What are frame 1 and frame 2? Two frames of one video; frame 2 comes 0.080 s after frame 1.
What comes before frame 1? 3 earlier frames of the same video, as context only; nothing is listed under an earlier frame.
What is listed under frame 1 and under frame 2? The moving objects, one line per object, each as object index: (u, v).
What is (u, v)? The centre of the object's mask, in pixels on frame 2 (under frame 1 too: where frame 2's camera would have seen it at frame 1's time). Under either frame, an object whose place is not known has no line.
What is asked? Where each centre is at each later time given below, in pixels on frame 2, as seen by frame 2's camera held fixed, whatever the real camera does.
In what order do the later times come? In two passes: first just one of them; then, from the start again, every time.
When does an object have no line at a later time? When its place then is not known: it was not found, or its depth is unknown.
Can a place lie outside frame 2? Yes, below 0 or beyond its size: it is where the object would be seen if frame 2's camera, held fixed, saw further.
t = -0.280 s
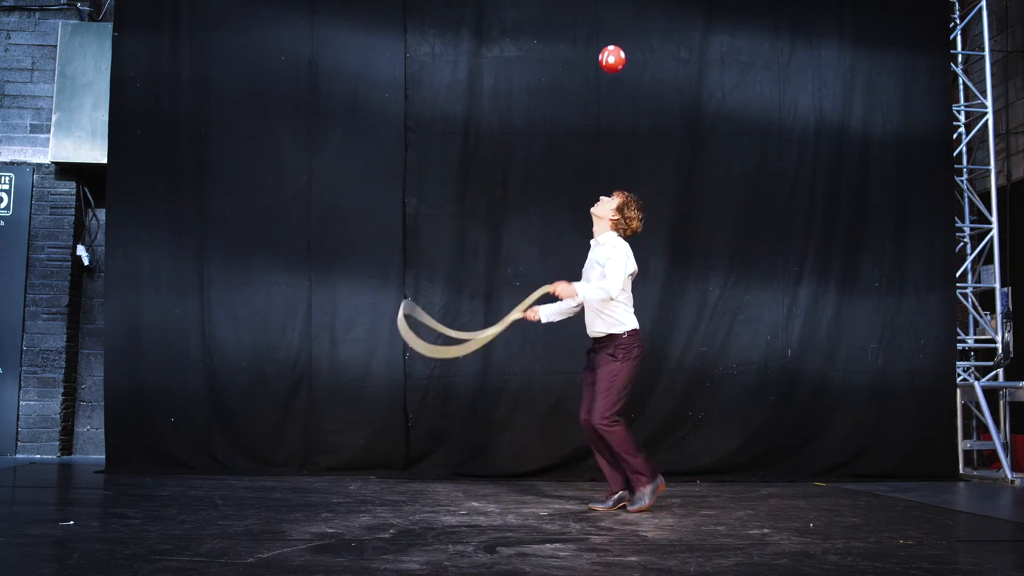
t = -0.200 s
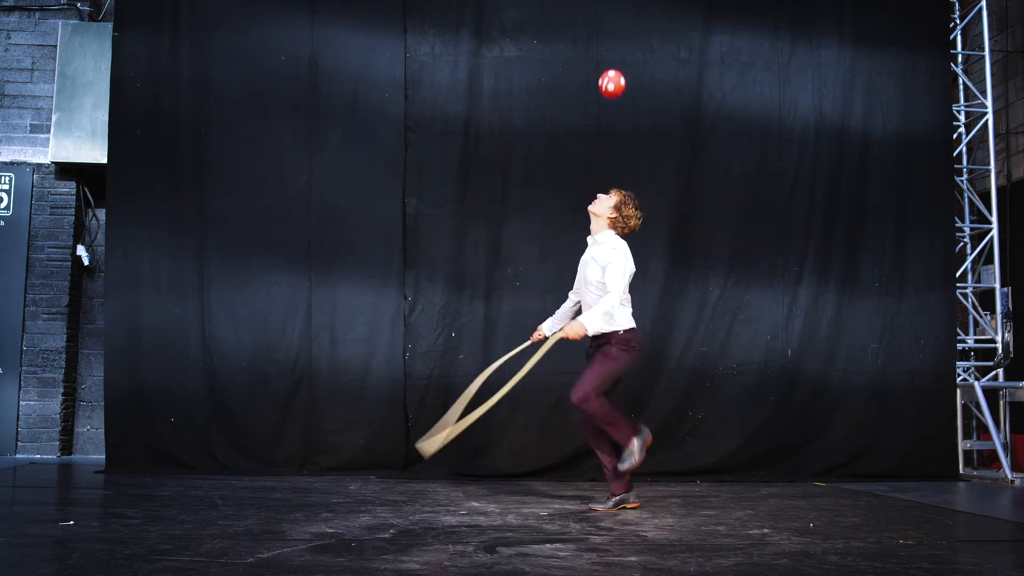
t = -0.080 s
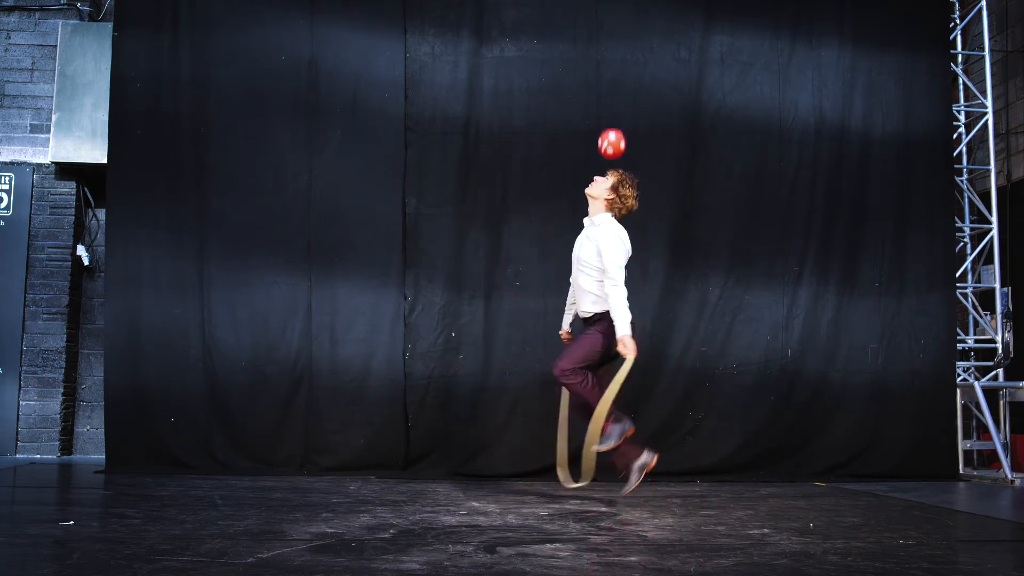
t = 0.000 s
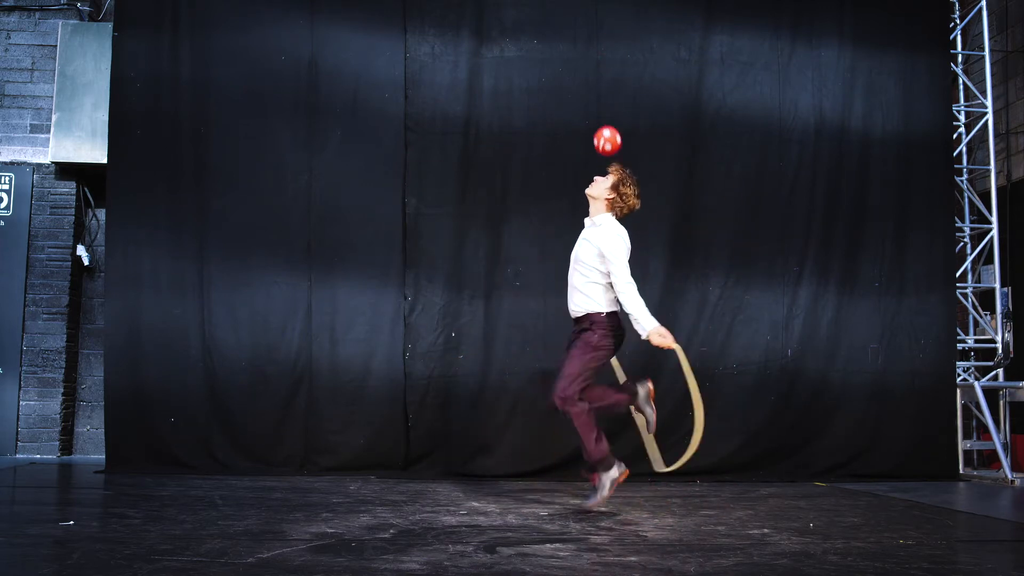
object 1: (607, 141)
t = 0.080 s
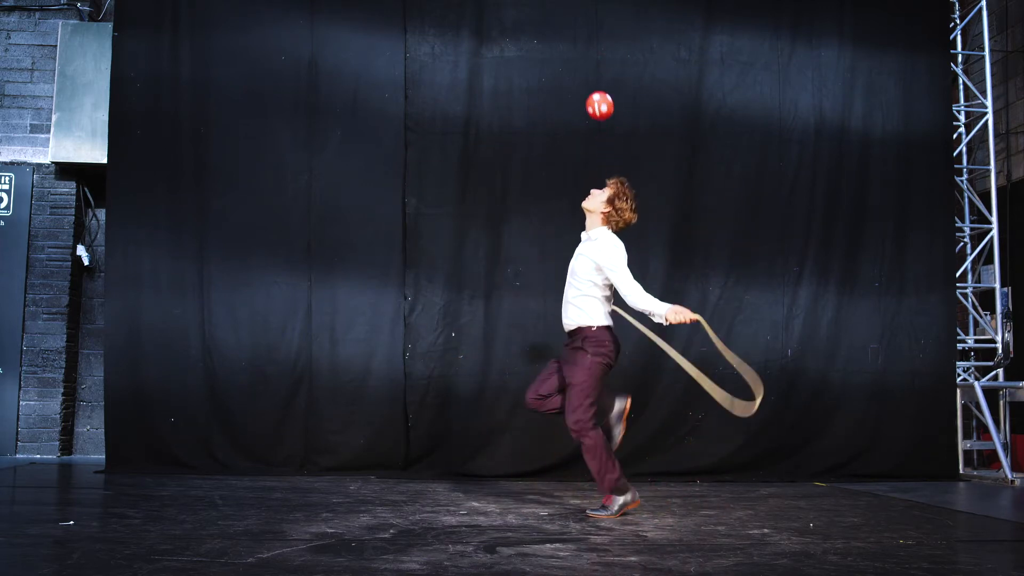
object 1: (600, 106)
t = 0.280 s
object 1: (580, 68)
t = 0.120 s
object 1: (596, 92)
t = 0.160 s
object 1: (592, 82)
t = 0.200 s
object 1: (588, 75)
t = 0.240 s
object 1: (584, 70)
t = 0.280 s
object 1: (580, 68)
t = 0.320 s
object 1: (577, 69)
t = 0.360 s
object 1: (573, 73)
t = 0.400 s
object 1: (569, 79)
